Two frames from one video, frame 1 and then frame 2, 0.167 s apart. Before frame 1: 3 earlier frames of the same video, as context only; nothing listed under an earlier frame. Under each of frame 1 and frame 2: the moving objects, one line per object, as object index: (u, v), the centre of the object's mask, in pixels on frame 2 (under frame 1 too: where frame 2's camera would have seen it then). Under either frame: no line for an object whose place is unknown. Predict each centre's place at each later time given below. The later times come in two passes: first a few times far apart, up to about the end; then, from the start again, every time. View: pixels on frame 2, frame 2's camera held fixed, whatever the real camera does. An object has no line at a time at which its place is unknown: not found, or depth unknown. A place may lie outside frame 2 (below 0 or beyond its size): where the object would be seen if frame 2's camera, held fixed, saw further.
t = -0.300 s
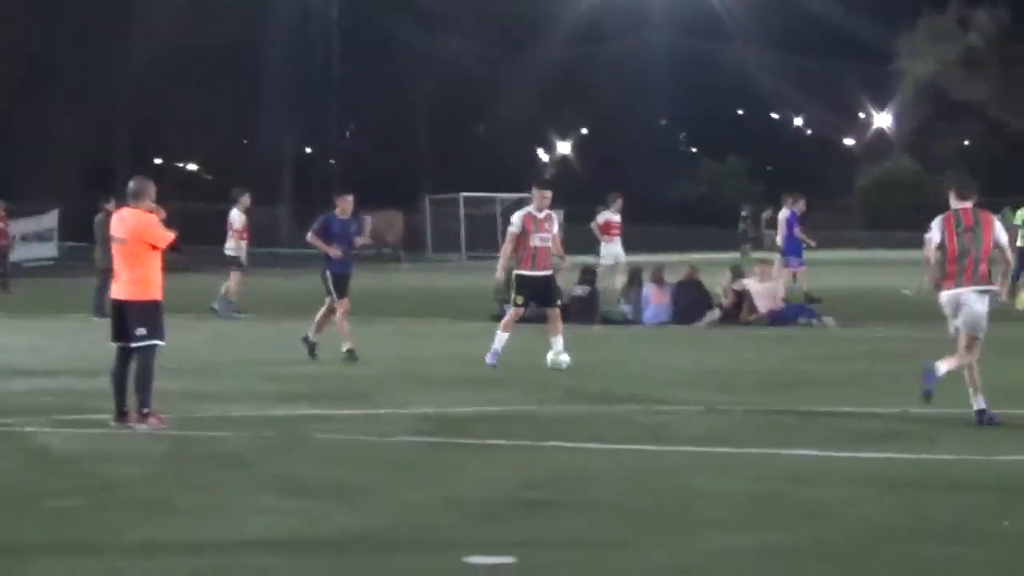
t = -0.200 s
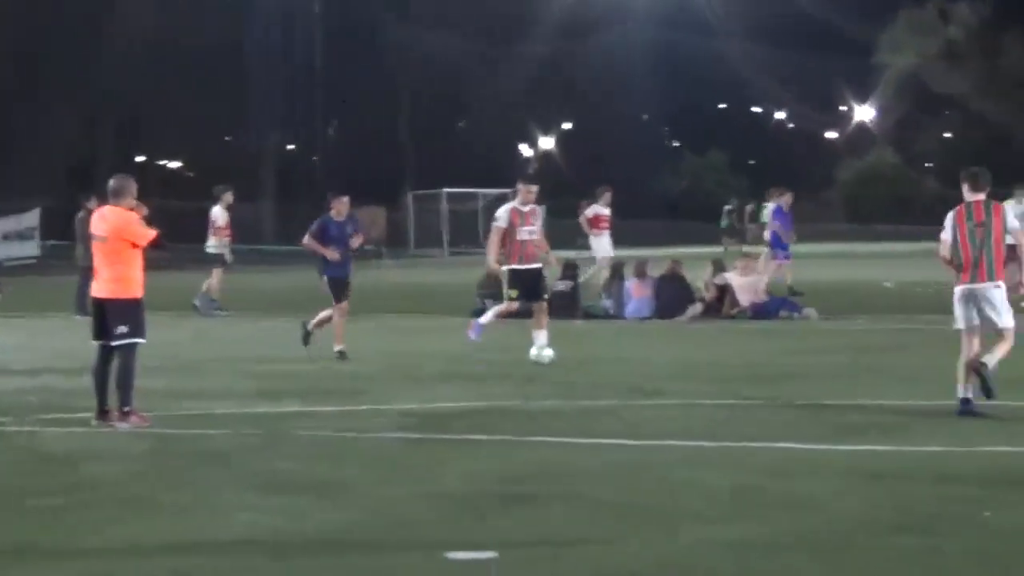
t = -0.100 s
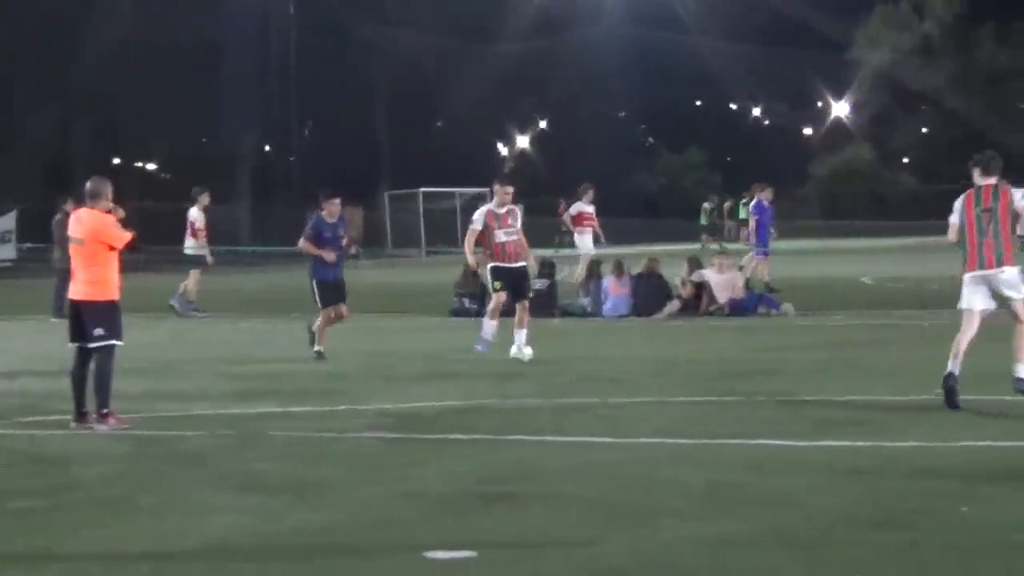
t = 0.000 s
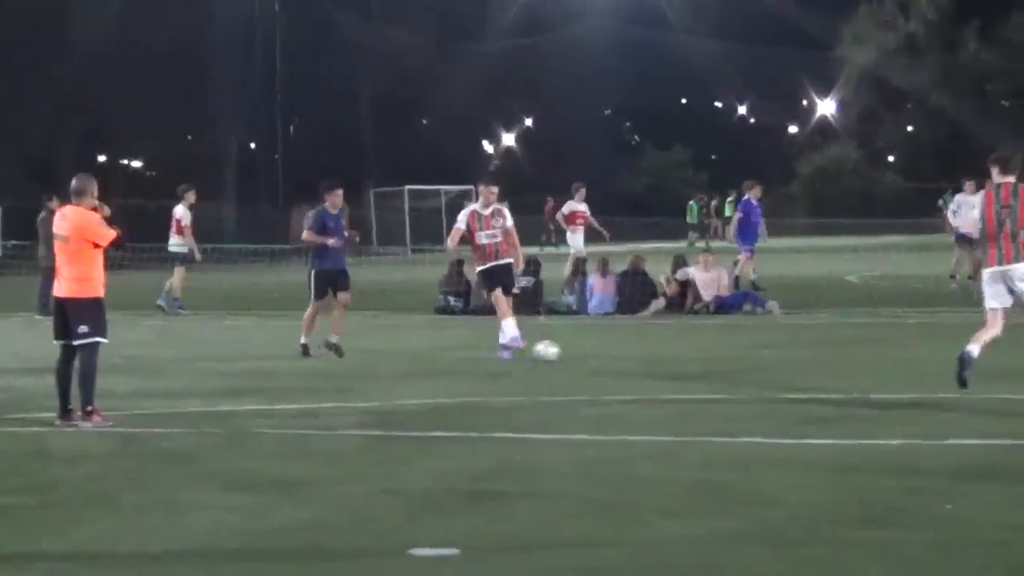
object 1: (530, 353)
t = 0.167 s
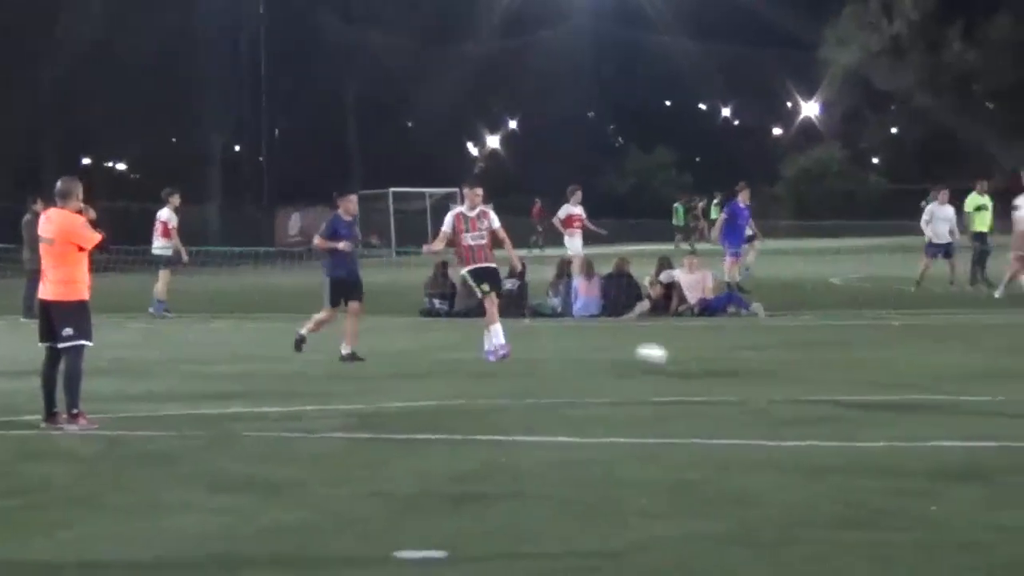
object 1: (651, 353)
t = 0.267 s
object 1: (718, 355)
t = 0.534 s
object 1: (877, 354)
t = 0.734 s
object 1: (991, 358)
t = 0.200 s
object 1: (674, 354)
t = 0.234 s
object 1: (696, 354)
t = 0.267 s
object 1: (718, 355)
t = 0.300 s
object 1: (739, 354)
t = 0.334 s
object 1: (761, 354)
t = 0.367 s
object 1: (780, 354)
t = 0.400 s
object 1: (799, 356)
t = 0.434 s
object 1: (818, 355)
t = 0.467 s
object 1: (839, 356)
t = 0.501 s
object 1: (857, 356)
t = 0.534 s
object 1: (877, 354)
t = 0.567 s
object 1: (897, 355)
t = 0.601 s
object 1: (918, 357)
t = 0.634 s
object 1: (937, 356)
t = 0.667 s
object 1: (956, 355)
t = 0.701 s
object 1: (976, 355)
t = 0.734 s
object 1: (991, 358)
